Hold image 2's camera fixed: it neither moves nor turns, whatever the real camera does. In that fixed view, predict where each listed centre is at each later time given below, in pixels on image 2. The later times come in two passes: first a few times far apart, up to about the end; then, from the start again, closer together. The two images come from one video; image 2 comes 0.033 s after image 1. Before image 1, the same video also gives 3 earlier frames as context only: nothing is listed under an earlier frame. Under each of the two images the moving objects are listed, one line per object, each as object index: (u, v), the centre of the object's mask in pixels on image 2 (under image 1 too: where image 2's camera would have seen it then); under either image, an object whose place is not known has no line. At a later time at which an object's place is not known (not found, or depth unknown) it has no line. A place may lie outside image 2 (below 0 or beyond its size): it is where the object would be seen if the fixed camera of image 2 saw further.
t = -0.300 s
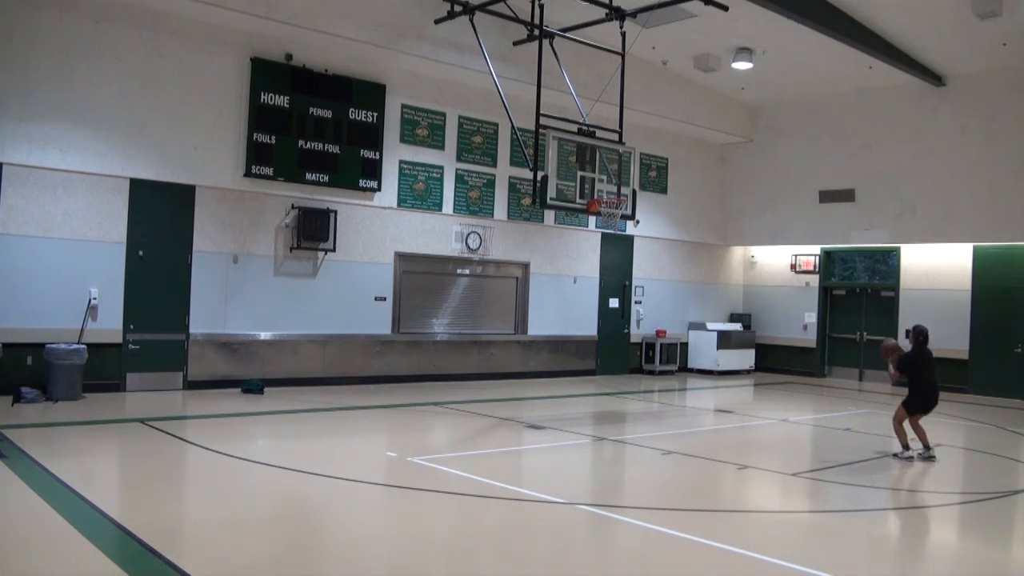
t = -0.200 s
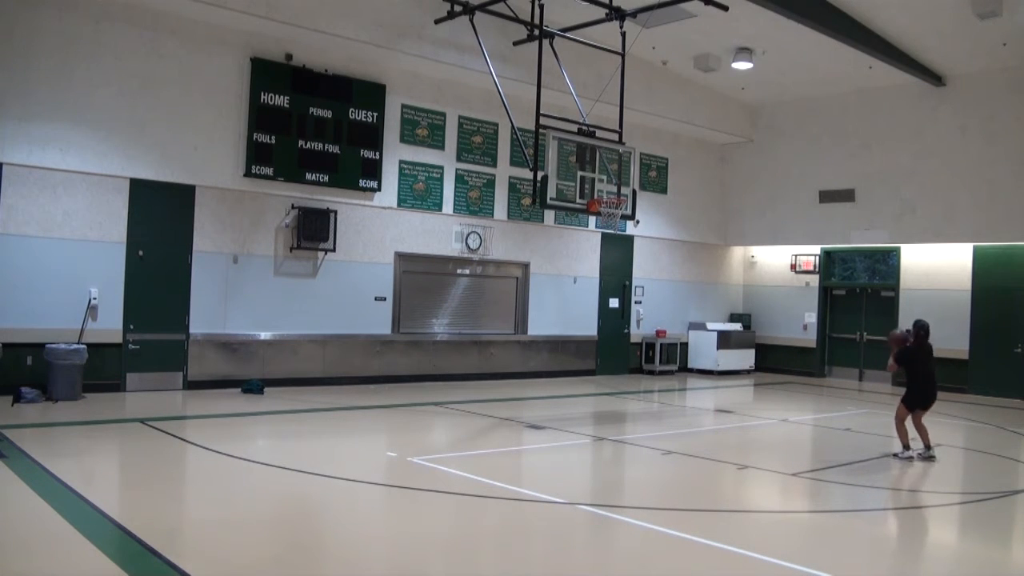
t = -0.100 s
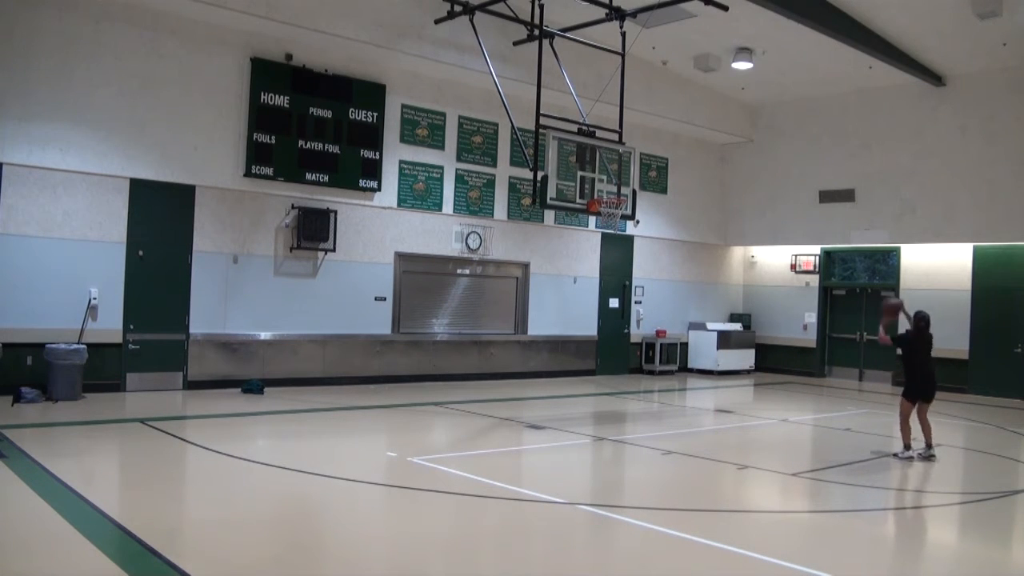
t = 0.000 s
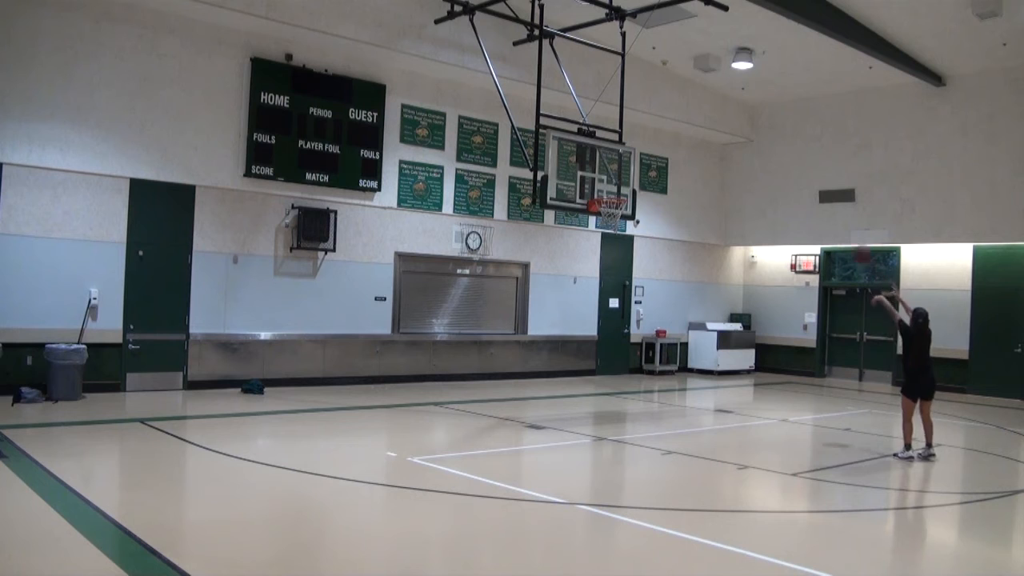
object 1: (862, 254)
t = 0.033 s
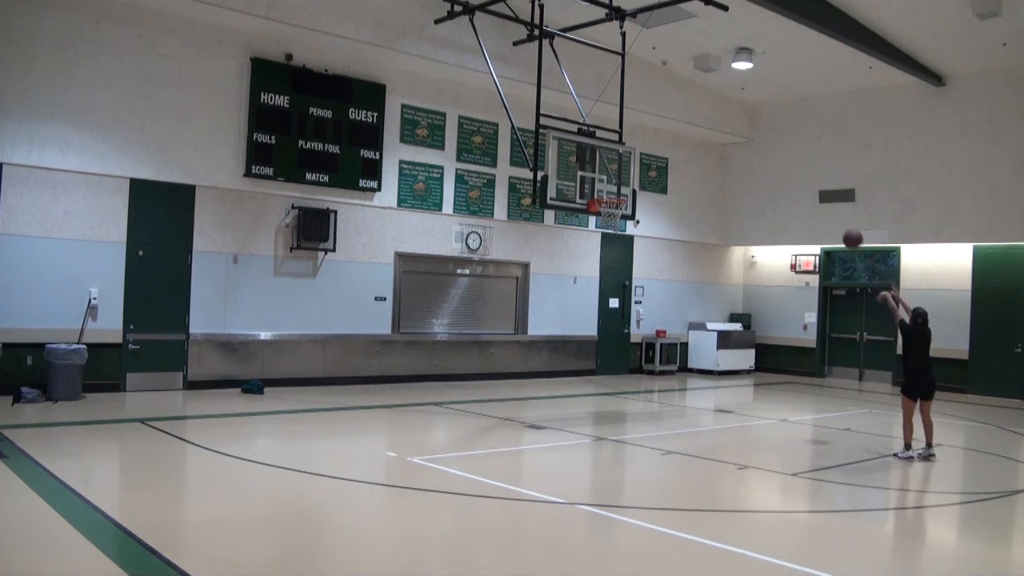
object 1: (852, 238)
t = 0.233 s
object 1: (794, 169)
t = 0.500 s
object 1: (722, 133)
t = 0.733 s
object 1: (665, 146)
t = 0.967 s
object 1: (612, 193)
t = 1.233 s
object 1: (607, 235)
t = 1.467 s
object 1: (615, 296)
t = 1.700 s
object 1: (619, 396)
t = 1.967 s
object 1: (640, 333)
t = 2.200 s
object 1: (658, 297)
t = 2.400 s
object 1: (673, 297)
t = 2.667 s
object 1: (691, 345)
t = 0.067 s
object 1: (842, 224)
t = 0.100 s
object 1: (832, 212)
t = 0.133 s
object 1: (823, 199)
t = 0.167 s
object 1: (813, 188)
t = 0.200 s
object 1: (803, 178)
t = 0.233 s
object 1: (794, 169)
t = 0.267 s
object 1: (784, 162)
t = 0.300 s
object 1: (775, 155)
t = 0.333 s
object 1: (766, 149)
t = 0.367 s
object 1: (757, 144)
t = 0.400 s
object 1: (748, 140)
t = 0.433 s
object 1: (739, 137)
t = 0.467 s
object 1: (731, 135)
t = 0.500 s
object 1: (722, 133)
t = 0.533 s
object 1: (714, 132)
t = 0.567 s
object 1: (705, 133)
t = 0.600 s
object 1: (697, 134)
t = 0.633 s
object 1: (689, 136)
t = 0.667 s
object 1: (681, 139)
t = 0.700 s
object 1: (673, 142)
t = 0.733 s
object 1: (665, 146)
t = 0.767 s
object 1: (657, 151)
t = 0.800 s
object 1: (649, 157)
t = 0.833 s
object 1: (640, 163)
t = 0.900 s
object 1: (626, 178)
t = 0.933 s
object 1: (619, 186)
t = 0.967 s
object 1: (612, 193)
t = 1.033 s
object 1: (604, 211)
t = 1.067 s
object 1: (604, 216)
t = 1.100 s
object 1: (603, 217)
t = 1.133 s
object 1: (603, 220)
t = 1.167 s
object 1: (604, 223)
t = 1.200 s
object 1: (605, 229)
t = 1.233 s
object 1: (607, 235)
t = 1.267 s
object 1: (608, 240)
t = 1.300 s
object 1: (609, 247)
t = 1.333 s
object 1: (610, 256)
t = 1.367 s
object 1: (611, 265)
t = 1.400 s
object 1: (612, 275)
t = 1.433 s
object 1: (613, 286)
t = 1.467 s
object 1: (615, 296)
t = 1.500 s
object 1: (616, 309)
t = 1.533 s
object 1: (616, 321)
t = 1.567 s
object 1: (617, 334)
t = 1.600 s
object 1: (619, 349)
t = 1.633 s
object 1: (620, 363)
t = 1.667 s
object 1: (620, 379)
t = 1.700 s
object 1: (619, 396)
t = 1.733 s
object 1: (621, 405)
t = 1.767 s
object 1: (623, 393)
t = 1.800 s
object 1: (626, 381)
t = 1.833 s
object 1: (630, 370)
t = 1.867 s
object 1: (633, 359)
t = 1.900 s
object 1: (635, 350)
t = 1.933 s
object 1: (638, 340)
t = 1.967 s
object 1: (640, 333)
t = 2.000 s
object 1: (643, 325)
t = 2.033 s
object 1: (645, 319)
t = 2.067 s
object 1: (648, 313)
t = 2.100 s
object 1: (650, 308)
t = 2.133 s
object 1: (653, 303)
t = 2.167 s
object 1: (655, 300)
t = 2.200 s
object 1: (658, 297)
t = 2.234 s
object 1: (662, 294)
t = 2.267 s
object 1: (665, 293)
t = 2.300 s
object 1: (667, 293)
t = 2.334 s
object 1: (669, 294)
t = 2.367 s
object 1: (670, 295)
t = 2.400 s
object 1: (673, 297)
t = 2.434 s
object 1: (675, 300)
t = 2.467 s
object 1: (677, 304)
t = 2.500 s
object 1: (679, 309)
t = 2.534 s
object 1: (681, 314)
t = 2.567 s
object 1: (684, 321)
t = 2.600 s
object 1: (685, 328)
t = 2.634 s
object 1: (687, 336)
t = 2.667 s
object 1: (691, 345)
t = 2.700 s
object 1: (692, 354)
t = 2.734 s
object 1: (693, 365)
